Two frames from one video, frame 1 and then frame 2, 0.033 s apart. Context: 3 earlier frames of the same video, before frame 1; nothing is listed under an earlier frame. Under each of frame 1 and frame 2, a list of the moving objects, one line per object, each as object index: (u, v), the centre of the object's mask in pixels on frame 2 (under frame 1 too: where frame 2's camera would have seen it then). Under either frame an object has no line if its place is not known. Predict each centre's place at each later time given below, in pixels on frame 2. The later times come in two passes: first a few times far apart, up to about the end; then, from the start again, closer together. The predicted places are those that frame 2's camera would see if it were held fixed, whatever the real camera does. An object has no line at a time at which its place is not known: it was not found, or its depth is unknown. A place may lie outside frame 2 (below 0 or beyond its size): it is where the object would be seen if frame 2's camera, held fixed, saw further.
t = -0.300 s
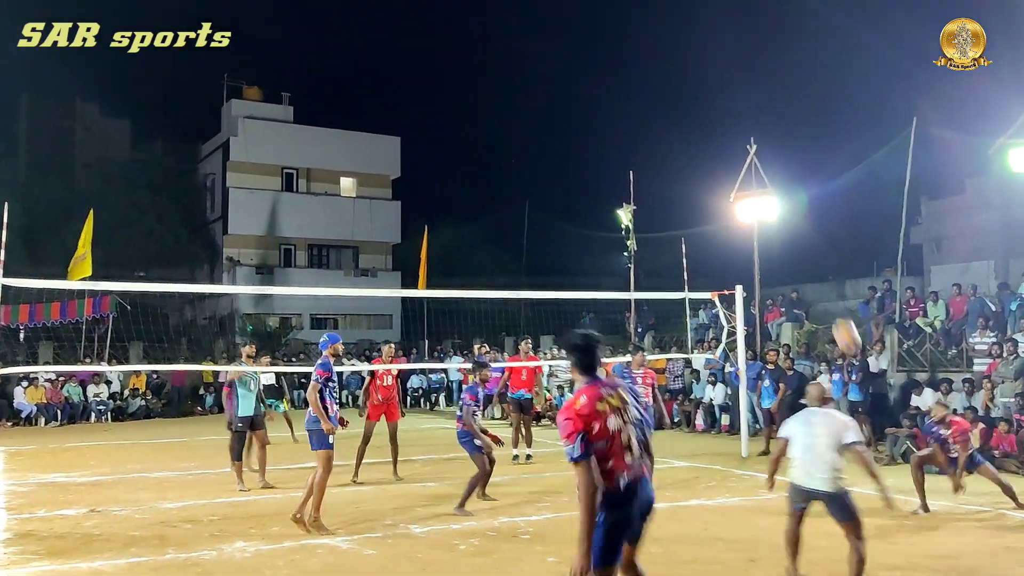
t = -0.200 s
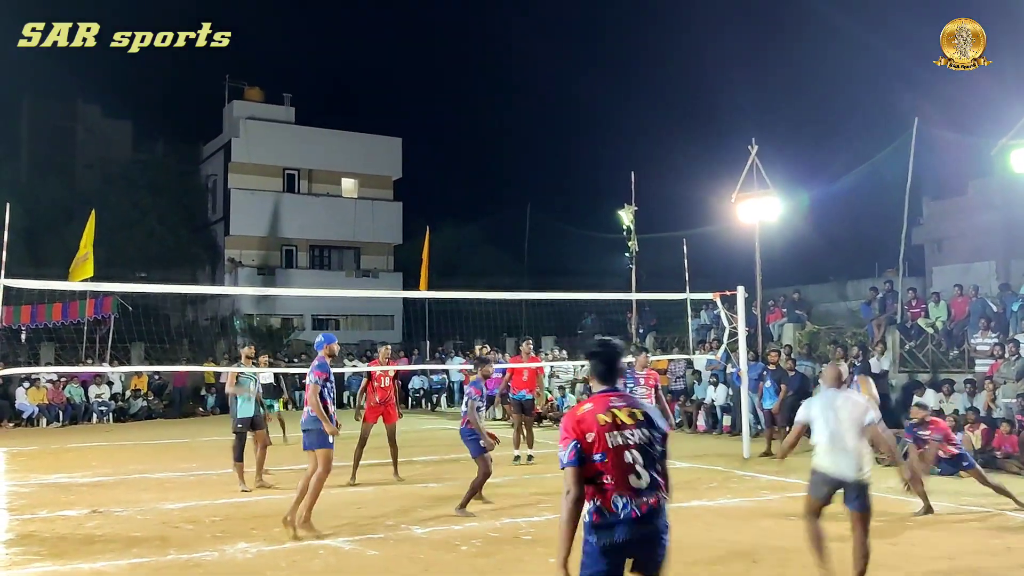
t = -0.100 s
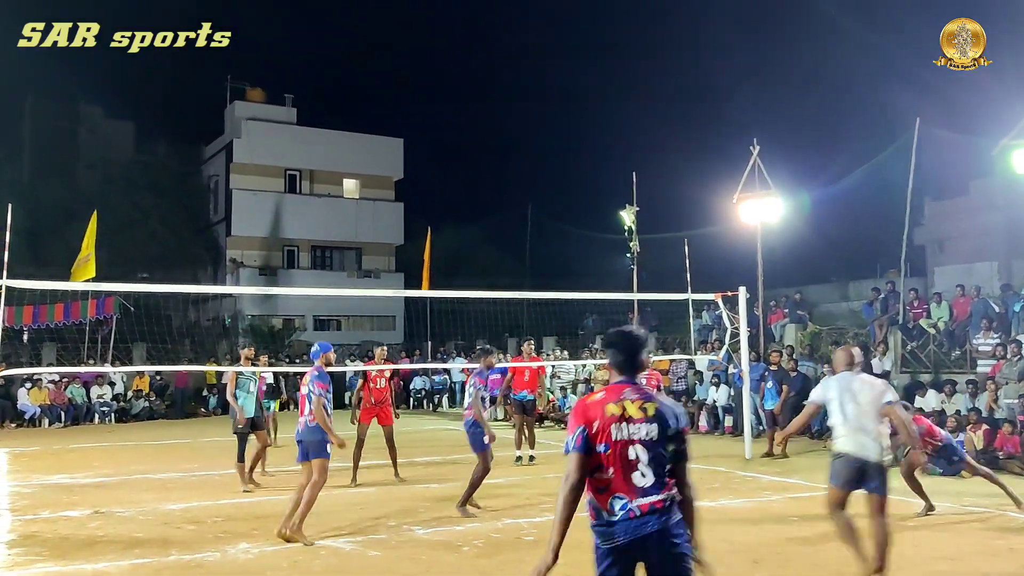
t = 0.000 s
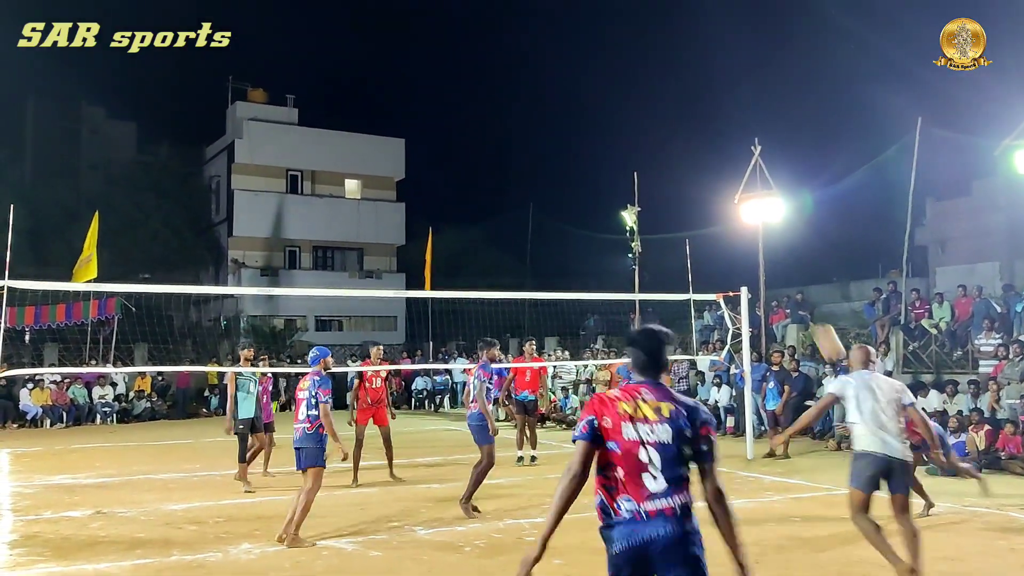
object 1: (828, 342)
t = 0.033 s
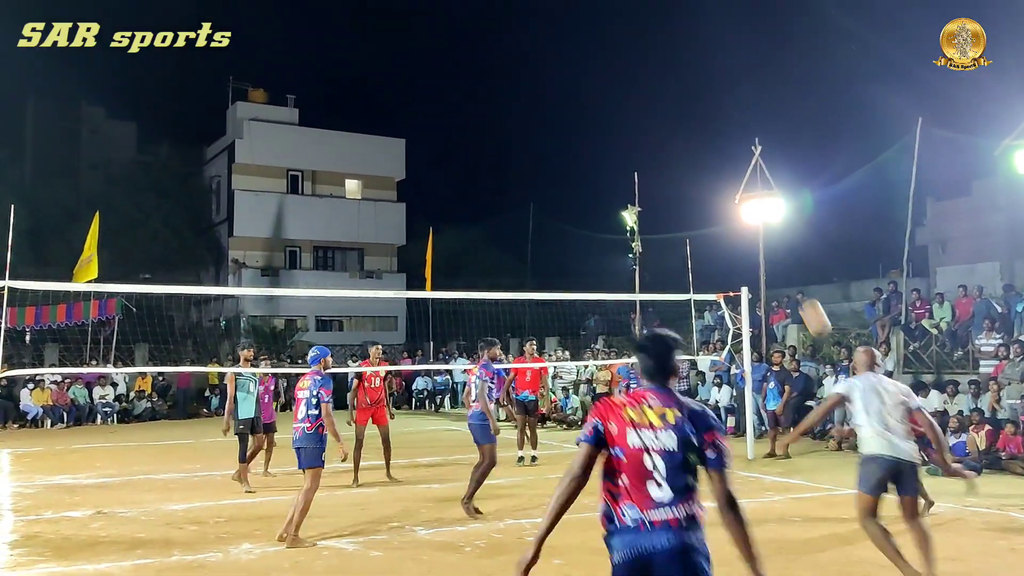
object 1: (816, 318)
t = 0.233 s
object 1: (728, 183)
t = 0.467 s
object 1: (632, 73)
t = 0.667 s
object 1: (548, 16)
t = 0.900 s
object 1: (447, 4)
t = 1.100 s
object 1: (357, 29)
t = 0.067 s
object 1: (801, 293)
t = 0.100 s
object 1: (786, 269)
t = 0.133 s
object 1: (772, 248)
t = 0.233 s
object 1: (728, 183)
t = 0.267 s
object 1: (715, 166)
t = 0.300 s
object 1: (701, 148)
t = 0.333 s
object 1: (687, 131)
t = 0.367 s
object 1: (674, 115)
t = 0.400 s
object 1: (660, 100)
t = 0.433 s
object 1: (646, 86)
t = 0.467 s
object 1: (632, 73)
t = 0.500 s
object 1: (618, 61)
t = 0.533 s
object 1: (604, 50)
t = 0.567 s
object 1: (590, 40)
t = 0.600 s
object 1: (576, 31)
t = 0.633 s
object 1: (562, 23)
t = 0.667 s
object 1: (548, 16)
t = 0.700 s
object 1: (534, 10)
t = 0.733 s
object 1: (520, 8)
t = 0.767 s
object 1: (506, 6)
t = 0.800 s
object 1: (491, 5)
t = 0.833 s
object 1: (477, 4)
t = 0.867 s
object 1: (462, 4)
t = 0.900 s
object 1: (447, 4)
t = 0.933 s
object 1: (432, 5)
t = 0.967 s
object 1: (417, 7)
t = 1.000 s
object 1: (402, 9)
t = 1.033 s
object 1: (388, 14)
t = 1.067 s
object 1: (372, 21)
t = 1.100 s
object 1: (357, 29)
